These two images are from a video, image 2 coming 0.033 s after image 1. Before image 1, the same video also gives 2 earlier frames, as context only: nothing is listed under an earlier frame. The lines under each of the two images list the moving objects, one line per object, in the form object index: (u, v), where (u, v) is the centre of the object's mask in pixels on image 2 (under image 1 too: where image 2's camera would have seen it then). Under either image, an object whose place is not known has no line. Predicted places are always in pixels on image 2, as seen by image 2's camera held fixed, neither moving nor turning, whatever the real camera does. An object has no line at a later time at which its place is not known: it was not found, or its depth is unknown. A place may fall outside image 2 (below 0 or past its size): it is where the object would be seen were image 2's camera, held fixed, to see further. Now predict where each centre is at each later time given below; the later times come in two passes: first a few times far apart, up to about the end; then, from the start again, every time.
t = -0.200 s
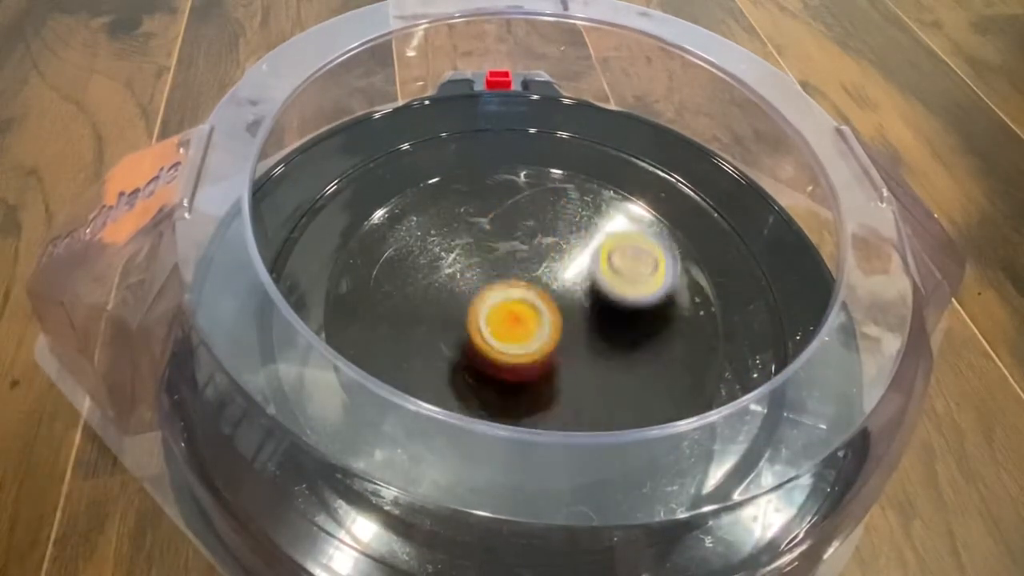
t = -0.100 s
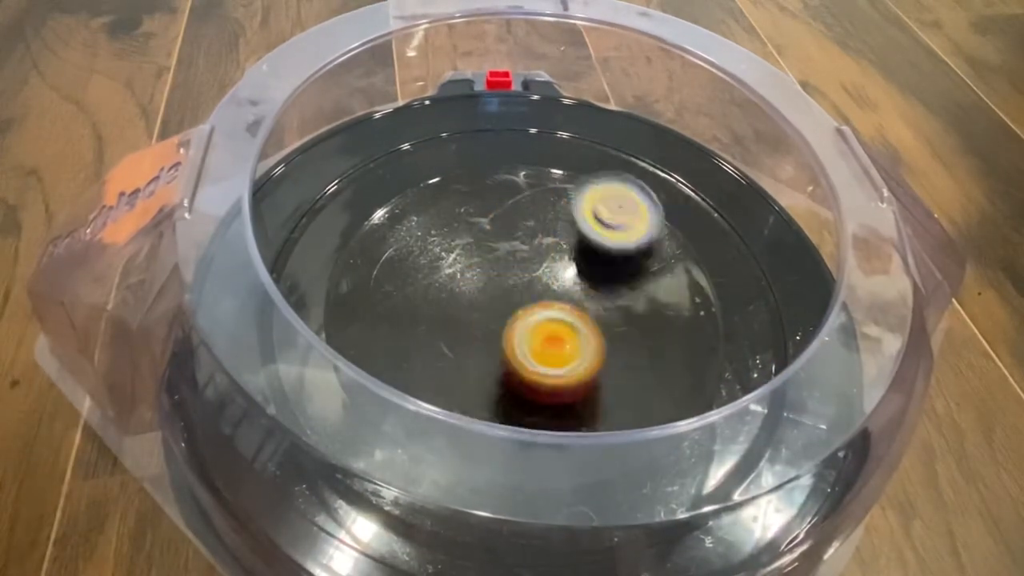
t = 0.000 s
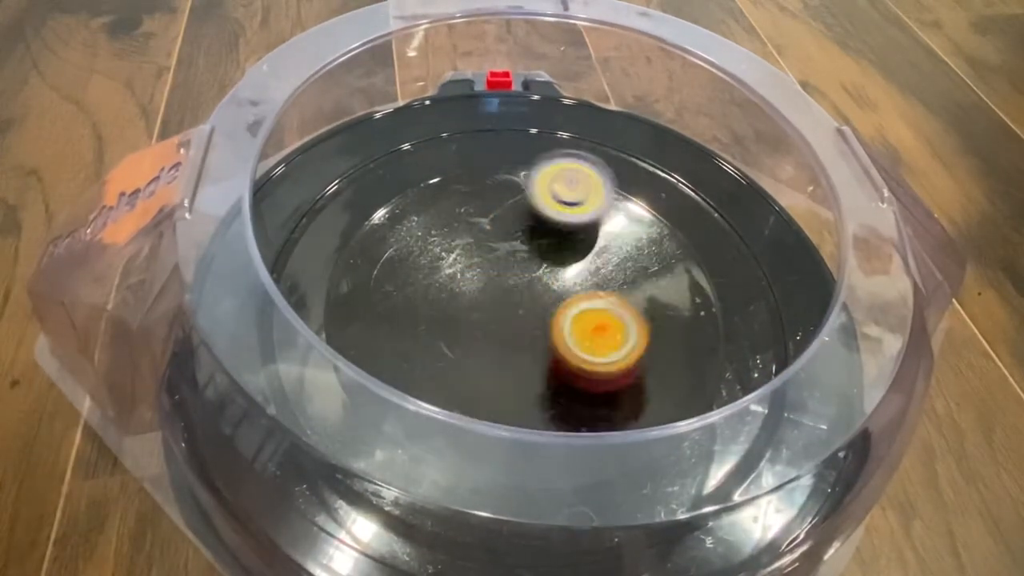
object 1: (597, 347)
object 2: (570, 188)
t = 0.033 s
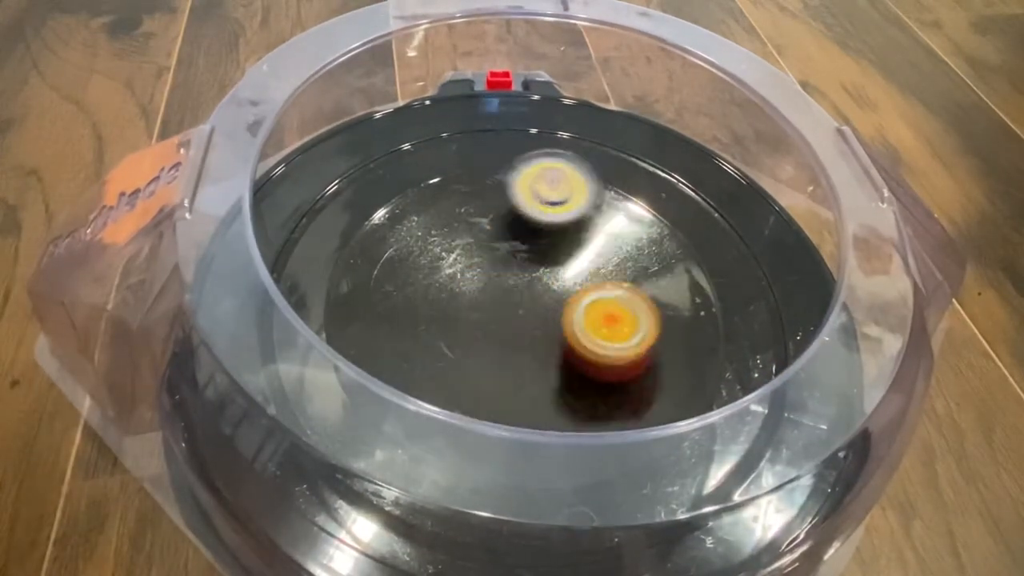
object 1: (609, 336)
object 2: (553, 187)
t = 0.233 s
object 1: (581, 261)
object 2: (472, 258)
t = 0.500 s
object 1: (456, 296)
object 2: (575, 354)
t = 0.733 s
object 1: (544, 386)
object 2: (680, 288)
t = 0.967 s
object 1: (634, 324)
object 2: (611, 179)
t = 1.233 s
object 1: (505, 233)
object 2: (360, 193)
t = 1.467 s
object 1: (422, 313)
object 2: (278, 452)
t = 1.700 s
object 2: (668, 530)
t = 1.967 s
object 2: (742, 223)
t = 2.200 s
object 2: (516, 83)
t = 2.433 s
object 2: (287, 214)
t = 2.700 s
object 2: (523, 546)
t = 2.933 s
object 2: (797, 323)
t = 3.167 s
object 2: (648, 114)
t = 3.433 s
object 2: (430, 90)
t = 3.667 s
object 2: (294, 185)
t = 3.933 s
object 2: (442, 413)
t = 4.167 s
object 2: (756, 458)
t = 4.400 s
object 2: (820, 335)
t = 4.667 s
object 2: (724, 207)
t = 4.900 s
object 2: (559, 152)
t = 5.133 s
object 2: (366, 223)
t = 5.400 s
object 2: (430, 439)
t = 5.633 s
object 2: (599, 509)
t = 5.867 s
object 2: (729, 431)
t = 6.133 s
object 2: (730, 277)
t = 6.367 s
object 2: (568, 169)
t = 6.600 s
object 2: (375, 206)
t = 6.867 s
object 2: (437, 407)
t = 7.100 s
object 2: (694, 365)
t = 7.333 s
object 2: (682, 195)
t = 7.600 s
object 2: (485, 144)
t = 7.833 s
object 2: (373, 277)
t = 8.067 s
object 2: (534, 430)
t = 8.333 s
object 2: (719, 303)
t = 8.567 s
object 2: (592, 174)
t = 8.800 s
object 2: (413, 186)
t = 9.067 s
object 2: (413, 356)
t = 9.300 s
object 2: (639, 381)
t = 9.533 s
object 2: (682, 235)
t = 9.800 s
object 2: (501, 169)
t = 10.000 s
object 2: (401, 260)
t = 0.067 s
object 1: (616, 325)
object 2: (533, 191)
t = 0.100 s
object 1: (618, 310)
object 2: (517, 197)
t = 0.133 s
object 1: (616, 298)
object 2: (501, 207)
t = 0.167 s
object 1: (608, 283)
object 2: (489, 220)
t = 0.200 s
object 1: (597, 271)
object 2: (478, 238)
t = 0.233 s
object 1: (581, 261)
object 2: (472, 258)
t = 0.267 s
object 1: (562, 253)
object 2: (472, 277)
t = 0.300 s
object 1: (544, 246)
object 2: (475, 301)
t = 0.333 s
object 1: (526, 244)
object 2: (483, 322)
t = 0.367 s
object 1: (504, 249)
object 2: (496, 340)
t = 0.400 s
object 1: (487, 257)
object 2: (512, 352)
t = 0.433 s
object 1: (475, 267)
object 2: (530, 364)
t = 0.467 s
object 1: (462, 280)
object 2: (550, 372)
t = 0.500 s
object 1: (456, 296)
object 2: (575, 354)
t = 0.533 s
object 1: (453, 316)
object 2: (600, 339)
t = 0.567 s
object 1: (457, 334)
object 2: (621, 334)
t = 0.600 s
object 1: (465, 355)
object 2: (637, 340)
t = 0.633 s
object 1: (482, 366)
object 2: (648, 350)
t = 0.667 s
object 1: (502, 376)
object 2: (665, 319)
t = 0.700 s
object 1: (522, 382)
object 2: (675, 298)
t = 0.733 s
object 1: (544, 386)
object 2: (680, 288)
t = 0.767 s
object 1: (565, 387)
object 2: (679, 286)
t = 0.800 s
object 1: (586, 385)
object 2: (679, 264)
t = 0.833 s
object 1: (603, 381)
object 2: (677, 239)
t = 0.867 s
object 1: (617, 374)
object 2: (669, 226)
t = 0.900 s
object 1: (626, 367)
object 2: (653, 215)
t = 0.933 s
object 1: (633, 342)
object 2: (634, 192)
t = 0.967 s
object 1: (634, 324)
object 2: (611, 179)
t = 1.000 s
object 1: (628, 306)
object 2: (585, 168)
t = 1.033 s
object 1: (622, 290)
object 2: (553, 157)
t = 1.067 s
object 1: (609, 272)
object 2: (522, 156)
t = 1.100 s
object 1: (590, 258)
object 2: (488, 152)
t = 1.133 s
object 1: (569, 246)
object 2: (454, 156)
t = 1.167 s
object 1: (548, 237)
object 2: (422, 163)
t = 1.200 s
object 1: (525, 234)
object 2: (390, 175)
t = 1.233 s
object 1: (505, 233)
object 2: (360, 193)
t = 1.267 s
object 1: (484, 236)
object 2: (336, 213)
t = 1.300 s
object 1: (465, 243)
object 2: (315, 244)
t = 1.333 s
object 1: (448, 253)
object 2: (298, 276)
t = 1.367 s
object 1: (436, 266)
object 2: (281, 315)
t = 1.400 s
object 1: (426, 280)
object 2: (265, 359)
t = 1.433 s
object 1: (421, 296)
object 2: (271, 400)
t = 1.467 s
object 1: (422, 313)
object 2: (278, 452)
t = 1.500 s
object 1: (427, 336)
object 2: (312, 488)
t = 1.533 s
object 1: (439, 350)
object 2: (374, 508)
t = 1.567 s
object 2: (436, 526)
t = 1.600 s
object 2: (489, 536)
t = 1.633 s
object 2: (548, 540)
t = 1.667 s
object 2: (611, 539)
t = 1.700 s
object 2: (668, 530)
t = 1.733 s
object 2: (720, 524)
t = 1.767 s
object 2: (775, 493)
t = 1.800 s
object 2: (806, 452)
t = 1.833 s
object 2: (830, 407)
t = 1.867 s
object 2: (797, 331)
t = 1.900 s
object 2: (788, 301)
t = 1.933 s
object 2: (767, 263)
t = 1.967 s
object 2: (742, 223)
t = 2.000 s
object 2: (717, 188)
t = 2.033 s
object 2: (689, 155)
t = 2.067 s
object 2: (665, 126)
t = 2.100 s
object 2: (635, 104)
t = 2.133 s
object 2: (592, 93)
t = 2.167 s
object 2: (556, 87)
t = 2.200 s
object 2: (516, 83)
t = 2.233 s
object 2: (476, 85)
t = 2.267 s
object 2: (433, 94)
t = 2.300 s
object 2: (389, 102)
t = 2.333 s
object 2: (350, 115)
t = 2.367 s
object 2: (315, 139)
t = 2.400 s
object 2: (292, 174)
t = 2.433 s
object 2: (287, 214)
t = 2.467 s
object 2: (290, 252)
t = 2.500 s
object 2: (268, 318)
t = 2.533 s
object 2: (269, 374)
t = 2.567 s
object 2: (287, 428)
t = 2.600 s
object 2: (311, 496)
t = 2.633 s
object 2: (388, 519)
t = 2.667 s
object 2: (456, 535)
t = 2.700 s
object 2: (523, 546)
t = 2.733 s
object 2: (595, 540)
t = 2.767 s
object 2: (663, 535)
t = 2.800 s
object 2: (725, 525)
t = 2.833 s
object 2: (773, 493)
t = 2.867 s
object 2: (807, 453)
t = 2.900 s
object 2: (832, 399)
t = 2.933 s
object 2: (797, 323)
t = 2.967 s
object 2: (789, 294)
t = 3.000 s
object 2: (773, 255)
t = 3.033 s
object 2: (753, 219)
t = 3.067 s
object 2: (730, 184)
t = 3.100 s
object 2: (709, 156)
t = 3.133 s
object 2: (679, 133)
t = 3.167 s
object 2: (648, 114)
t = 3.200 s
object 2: (621, 95)
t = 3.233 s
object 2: (590, 92)
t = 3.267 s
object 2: (559, 89)
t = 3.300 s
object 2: (532, 86)
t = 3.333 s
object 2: (506, 80)
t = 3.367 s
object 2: (482, 80)
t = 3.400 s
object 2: (455, 85)
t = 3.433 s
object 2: (430, 90)
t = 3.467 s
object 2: (405, 94)
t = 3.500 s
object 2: (378, 102)
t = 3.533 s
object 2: (355, 111)
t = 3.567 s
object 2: (329, 125)
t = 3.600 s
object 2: (311, 140)
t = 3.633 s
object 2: (297, 160)
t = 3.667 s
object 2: (294, 185)
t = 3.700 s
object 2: (296, 217)
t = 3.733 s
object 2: (303, 239)
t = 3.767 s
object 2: (315, 267)
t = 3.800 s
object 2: (330, 290)
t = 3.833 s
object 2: (341, 325)
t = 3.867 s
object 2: (371, 357)
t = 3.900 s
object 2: (402, 384)
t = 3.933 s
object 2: (442, 413)
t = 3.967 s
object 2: (490, 434)
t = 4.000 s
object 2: (538, 449)
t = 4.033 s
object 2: (588, 457)
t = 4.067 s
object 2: (636, 462)
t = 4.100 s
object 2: (677, 472)
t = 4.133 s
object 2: (722, 472)
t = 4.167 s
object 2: (756, 458)
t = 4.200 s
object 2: (783, 445)
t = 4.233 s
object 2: (808, 430)
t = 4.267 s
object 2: (824, 420)
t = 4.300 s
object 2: (822, 391)
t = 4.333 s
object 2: (824, 372)
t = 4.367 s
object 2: (824, 353)
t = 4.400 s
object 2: (820, 335)
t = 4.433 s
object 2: (814, 316)
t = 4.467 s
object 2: (810, 299)
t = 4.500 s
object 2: (796, 280)
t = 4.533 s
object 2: (792, 266)
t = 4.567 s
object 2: (778, 251)
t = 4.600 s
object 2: (761, 234)
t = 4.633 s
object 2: (742, 220)
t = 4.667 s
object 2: (724, 207)
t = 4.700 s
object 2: (707, 192)
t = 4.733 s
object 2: (687, 181)
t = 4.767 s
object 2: (666, 171)
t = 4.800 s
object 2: (642, 164)
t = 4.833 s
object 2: (616, 160)
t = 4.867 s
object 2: (588, 155)
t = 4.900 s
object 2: (559, 152)
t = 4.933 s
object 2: (528, 152)
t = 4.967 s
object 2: (497, 155)
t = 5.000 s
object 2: (466, 162)
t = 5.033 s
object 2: (437, 173)
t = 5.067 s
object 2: (411, 186)
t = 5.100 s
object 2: (387, 202)
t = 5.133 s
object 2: (366, 223)
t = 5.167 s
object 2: (350, 249)
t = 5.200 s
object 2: (340, 275)
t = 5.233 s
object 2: (345, 299)
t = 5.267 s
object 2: (348, 333)
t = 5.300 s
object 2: (364, 364)
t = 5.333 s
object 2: (380, 391)
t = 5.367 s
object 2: (404, 420)
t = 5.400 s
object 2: (430, 439)
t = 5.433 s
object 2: (455, 463)
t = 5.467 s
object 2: (475, 478)
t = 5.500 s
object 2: (501, 495)
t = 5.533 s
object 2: (526, 503)
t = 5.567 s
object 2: (549, 508)
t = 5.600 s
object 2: (573, 509)
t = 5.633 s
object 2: (599, 509)
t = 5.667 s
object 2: (620, 506)
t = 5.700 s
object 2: (645, 501)
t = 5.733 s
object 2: (665, 493)
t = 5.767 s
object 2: (684, 479)
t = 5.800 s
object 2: (701, 463)
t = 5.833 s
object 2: (716, 445)
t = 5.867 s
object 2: (729, 431)
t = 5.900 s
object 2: (740, 411)
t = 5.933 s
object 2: (748, 391)
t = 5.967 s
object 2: (752, 372)
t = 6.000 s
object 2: (753, 353)
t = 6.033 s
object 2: (749, 332)
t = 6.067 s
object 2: (748, 315)
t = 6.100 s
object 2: (741, 296)
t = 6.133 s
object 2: (730, 277)
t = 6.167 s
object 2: (715, 258)
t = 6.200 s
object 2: (699, 239)
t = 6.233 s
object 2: (678, 222)
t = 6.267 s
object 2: (652, 205)
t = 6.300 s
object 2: (624, 189)
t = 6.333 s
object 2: (597, 176)
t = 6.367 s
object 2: (568, 169)
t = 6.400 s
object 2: (538, 163)
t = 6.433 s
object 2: (508, 161)
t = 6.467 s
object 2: (479, 162)
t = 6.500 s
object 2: (450, 167)
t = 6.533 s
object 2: (422, 176)
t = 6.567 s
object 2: (397, 189)
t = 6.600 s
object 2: (375, 206)
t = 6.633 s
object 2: (357, 224)
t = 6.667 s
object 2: (345, 248)
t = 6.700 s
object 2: (339, 273)
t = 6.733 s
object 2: (346, 299)
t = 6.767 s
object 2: (355, 331)
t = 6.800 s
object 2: (374, 360)
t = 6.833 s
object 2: (402, 385)
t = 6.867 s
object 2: (437, 407)
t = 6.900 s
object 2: (477, 423)
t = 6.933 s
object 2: (521, 432)
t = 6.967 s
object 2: (565, 431)
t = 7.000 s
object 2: (605, 423)
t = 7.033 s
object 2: (641, 407)
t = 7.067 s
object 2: (670, 382)
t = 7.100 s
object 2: (694, 365)
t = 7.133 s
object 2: (712, 344)
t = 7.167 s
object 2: (722, 316)
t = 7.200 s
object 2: (726, 288)
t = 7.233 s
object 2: (722, 262)
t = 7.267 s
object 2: (715, 238)
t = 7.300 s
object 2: (701, 215)
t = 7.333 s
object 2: (682, 195)
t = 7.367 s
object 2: (660, 177)
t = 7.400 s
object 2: (636, 161)
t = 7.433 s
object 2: (612, 150)
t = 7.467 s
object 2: (588, 140)
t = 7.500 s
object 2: (563, 135)
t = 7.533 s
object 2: (537, 135)
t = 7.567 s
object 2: (512, 138)
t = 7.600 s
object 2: (485, 144)
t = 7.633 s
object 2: (462, 153)
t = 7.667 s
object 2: (437, 167)
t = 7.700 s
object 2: (416, 183)
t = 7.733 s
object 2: (398, 204)
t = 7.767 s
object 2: (384, 224)
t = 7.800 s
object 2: (376, 250)
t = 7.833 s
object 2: (373, 277)
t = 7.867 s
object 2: (376, 306)
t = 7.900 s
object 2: (390, 329)
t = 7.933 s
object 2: (411, 350)
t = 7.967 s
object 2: (438, 369)
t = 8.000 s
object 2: (461, 399)
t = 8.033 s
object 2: (495, 417)
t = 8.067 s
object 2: (534, 430)
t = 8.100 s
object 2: (572, 434)
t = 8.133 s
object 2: (609, 430)
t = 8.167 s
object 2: (646, 421)
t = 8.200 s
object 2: (674, 404)
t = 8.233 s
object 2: (691, 376)
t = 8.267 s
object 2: (709, 357)
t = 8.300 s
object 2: (719, 331)
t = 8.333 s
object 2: (719, 303)
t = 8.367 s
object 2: (713, 279)
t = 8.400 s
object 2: (702, 256)
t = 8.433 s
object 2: (688, 235)
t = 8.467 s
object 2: (666, 216)
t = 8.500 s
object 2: (641, 197)
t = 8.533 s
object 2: (617, 183)
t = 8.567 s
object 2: (592, 174)
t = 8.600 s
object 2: (565, 167)
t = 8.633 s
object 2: (538, 163)
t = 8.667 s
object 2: (512, 162)
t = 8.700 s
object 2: (486, 162)
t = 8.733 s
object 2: (460, 167)
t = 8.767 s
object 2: (436, 175)
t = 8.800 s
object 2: (413, 186)
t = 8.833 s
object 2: (392, 200)
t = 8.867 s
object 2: (375, 217)
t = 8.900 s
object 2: (364, 239)
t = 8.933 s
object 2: (357, 262)
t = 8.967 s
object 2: (358, 287)
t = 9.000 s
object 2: (369, 313)
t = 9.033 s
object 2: (388, 337)
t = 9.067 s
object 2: (413, 356)
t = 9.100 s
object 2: (441, 375)
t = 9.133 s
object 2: (473, 396)
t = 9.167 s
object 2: (508, 405)
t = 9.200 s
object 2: (545, 409)
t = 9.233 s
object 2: (580, 406)
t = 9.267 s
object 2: (612, 396)
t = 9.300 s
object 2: (639, 381)
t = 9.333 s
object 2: (661, 367)
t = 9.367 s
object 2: (678, 347)
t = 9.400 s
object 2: (689, 325)
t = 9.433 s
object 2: (696, 302)
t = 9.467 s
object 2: (696, 279)
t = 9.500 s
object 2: (692, 256)
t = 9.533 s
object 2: (682, 235)
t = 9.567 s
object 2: (668, 216)
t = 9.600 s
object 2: (648, 198)
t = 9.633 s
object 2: (627, 185)
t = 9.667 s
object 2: (603, 173)
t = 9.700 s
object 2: (578, 168)
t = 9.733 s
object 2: (552, 164)
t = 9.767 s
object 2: (527, 165)
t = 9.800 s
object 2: (501, 169)
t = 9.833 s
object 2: (478, 177)
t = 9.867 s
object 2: (456, 189)
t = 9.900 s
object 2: (438, 203)
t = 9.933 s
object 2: (421, 221)
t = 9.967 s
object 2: (409, 240)
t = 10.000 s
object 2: (401, 260)
